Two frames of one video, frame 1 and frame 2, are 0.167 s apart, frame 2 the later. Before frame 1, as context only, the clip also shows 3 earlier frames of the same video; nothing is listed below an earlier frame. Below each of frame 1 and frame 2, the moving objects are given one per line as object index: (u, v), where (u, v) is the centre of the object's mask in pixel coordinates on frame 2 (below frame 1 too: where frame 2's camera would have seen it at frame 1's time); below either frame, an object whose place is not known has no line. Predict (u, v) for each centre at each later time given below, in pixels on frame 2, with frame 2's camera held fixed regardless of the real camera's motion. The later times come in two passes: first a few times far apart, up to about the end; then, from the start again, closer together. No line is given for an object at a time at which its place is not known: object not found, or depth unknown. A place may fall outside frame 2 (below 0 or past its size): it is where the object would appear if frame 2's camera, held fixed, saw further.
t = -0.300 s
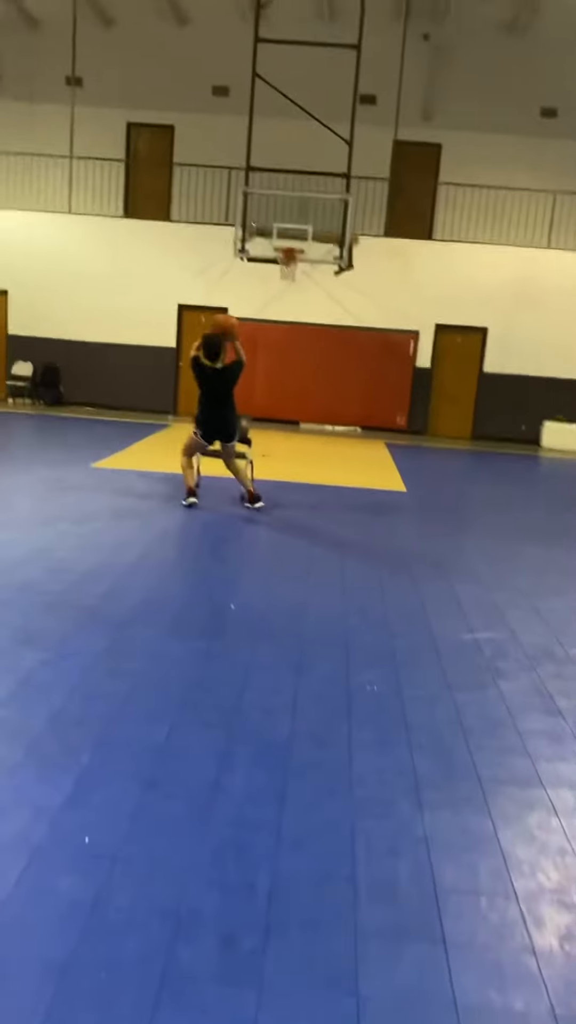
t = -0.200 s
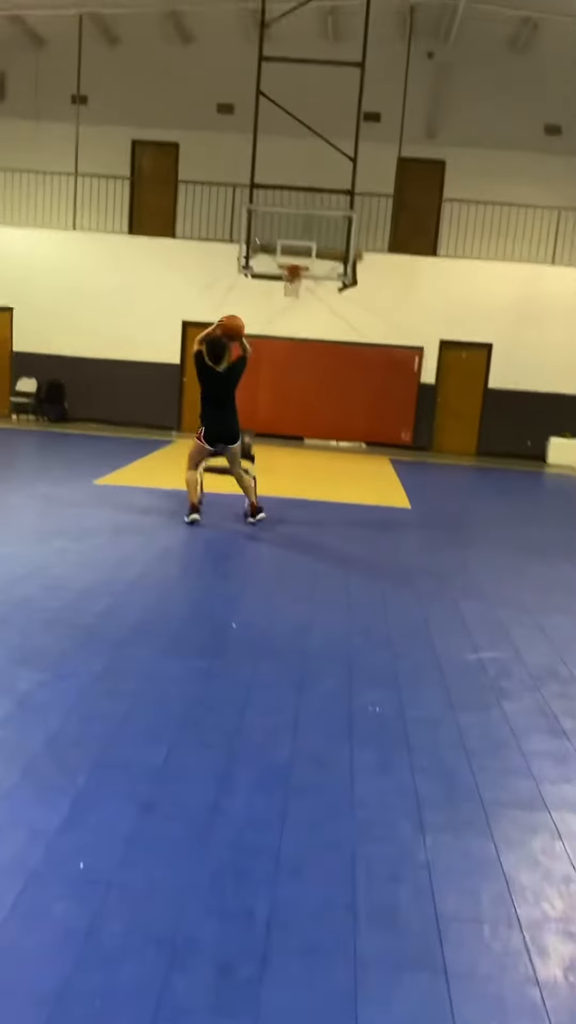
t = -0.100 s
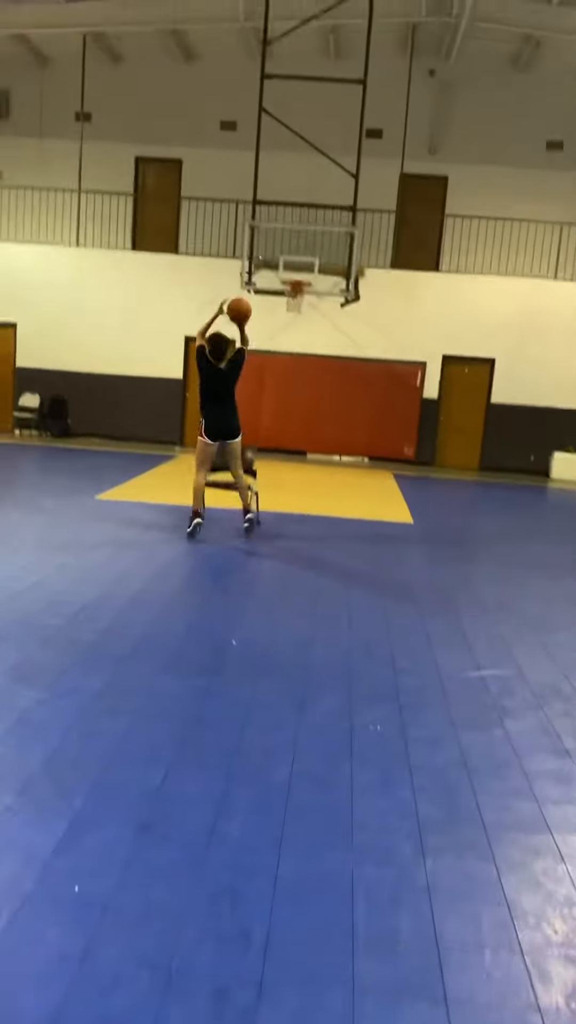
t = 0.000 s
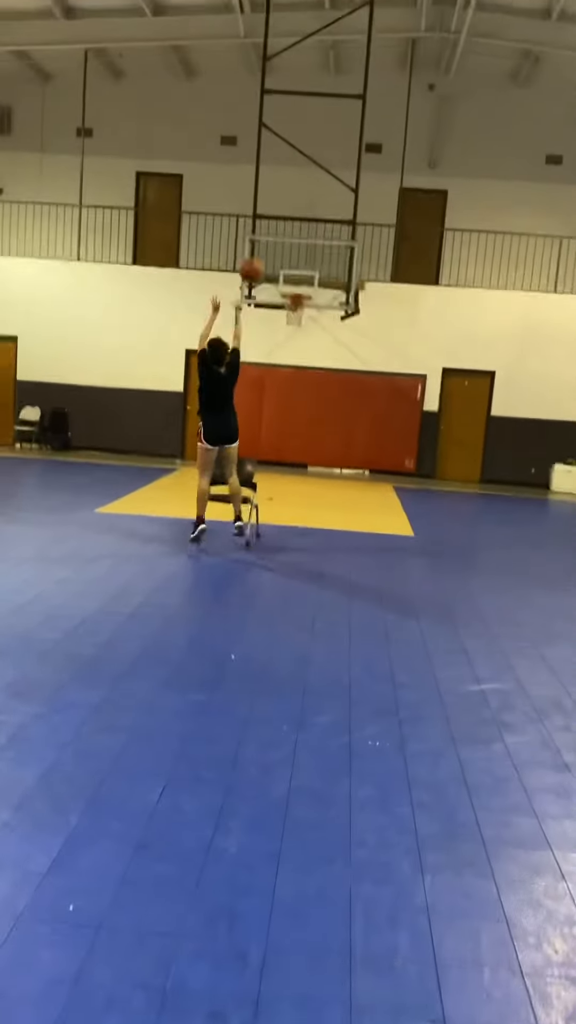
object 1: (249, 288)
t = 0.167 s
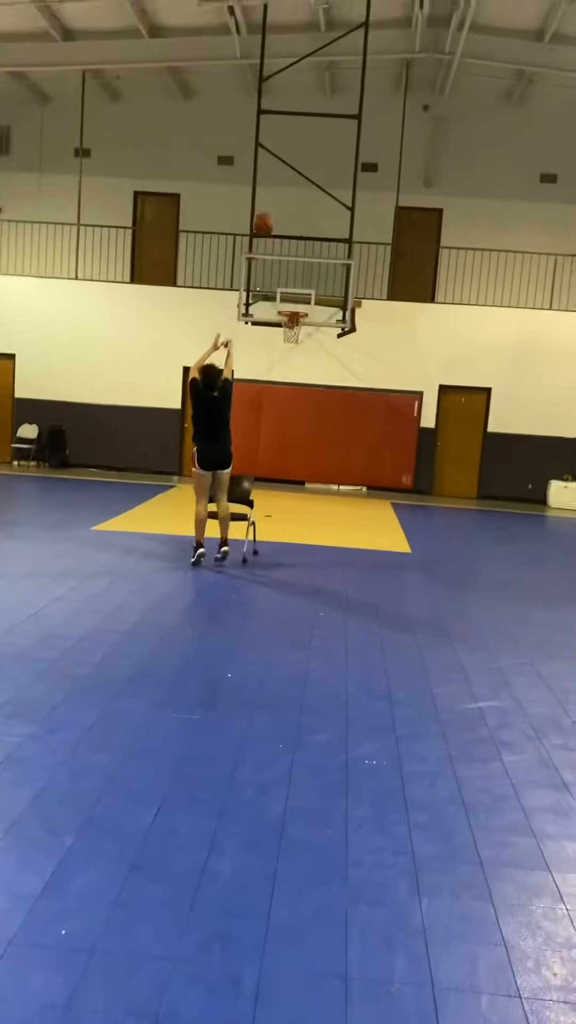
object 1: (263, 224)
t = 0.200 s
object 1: (266, 216)
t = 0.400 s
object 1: (280, 191)
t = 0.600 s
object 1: (289, 204)
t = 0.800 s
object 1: (296, 241)
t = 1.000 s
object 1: (297, 297)
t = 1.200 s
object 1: (282, 329)
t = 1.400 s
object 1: (283, 332)
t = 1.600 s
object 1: (283, 360)
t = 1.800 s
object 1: (280, 412)
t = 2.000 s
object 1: (275, 488)
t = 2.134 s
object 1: (278, 467)
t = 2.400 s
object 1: (289, 416)
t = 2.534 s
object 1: (293, 407)
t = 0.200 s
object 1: (266, 216)
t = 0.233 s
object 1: (269, 209)
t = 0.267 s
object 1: (271, 203)
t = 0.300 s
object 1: (274, 198)
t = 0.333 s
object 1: (276, 195)
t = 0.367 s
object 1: (278, 193)
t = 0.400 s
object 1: (280, 191)
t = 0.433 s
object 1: (282, 191)
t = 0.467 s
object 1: (284, 192)
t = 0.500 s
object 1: (286, 194)
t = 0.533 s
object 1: (287, 196)
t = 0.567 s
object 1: (288, 200)
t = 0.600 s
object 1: (289, 204)
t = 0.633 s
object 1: (291, 208)
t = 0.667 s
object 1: (292, 213)
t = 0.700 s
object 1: (293, 220)
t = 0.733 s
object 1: (294, 226)
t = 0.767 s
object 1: (295, 233)
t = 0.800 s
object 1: (296, 241)
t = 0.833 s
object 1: (296, 249)
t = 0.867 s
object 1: (296, 258)
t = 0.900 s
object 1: (297, 267)
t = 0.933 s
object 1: (297, 276)
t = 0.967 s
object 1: (298, 287)
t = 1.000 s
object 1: (297, 297)
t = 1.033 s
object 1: (297, 308)
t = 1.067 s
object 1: (295, 318)
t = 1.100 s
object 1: (292, 322)
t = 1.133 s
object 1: (285, 330)
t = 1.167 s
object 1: (282, 330)
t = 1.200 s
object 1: (282, 329)
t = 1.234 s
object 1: (282, 327)
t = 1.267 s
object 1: (282, 326)
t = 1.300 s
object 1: (282, 327)
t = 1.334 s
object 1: (283, 326)
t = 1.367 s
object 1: (283, 331)
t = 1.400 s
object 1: (283, 332)
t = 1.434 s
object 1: (283, 335)
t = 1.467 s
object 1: (283, 339)
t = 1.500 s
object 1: (283, 343)
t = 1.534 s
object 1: (283, 348)
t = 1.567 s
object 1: (283, 354)
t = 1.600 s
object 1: (283, 360)
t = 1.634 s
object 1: (282, 367)
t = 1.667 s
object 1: (282, 375)
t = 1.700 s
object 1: (283, 382)
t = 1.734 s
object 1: (282, 392)
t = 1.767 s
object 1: (281, 401)
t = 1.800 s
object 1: (280, 412)
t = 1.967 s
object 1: (275, 474)
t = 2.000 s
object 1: (275, 488)
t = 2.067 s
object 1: (276, 490)
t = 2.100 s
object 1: (277, 478)
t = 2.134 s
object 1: (278, 467)
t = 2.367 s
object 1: (288, 419)
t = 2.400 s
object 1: (289, 416)
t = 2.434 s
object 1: (290, 412)
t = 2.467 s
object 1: (292, 409)
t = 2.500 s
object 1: (292, 408)
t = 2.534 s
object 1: (293, 407)
